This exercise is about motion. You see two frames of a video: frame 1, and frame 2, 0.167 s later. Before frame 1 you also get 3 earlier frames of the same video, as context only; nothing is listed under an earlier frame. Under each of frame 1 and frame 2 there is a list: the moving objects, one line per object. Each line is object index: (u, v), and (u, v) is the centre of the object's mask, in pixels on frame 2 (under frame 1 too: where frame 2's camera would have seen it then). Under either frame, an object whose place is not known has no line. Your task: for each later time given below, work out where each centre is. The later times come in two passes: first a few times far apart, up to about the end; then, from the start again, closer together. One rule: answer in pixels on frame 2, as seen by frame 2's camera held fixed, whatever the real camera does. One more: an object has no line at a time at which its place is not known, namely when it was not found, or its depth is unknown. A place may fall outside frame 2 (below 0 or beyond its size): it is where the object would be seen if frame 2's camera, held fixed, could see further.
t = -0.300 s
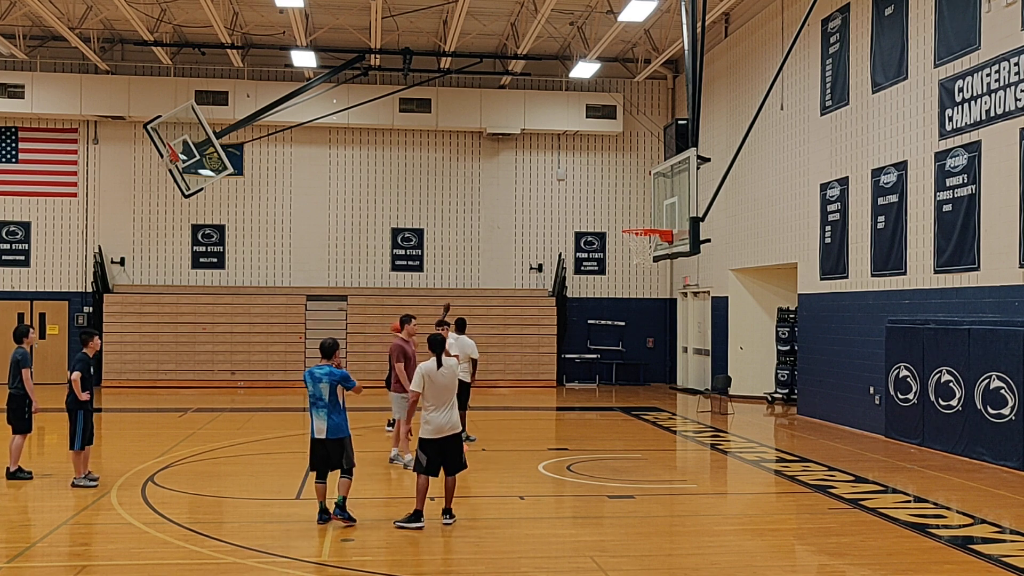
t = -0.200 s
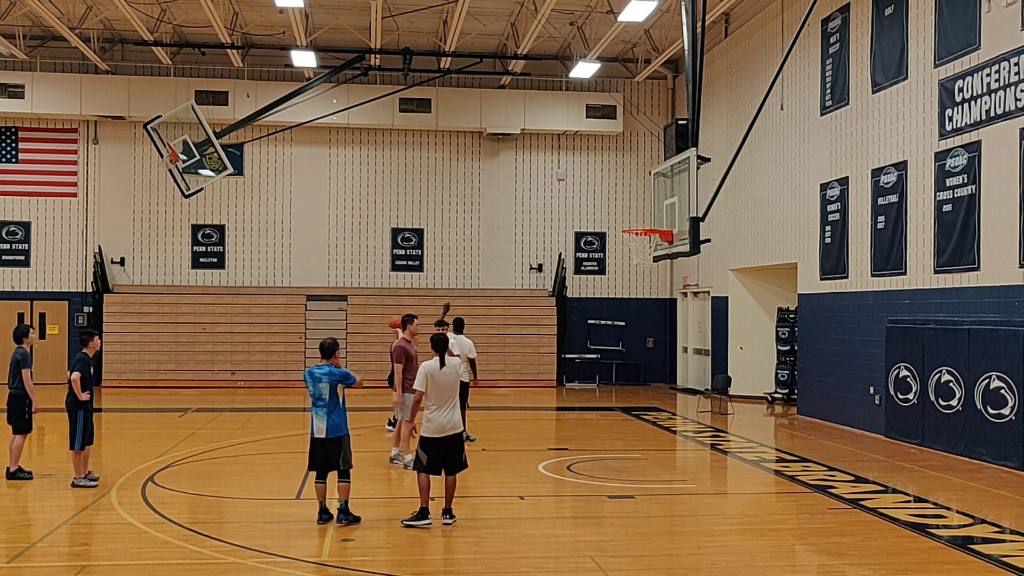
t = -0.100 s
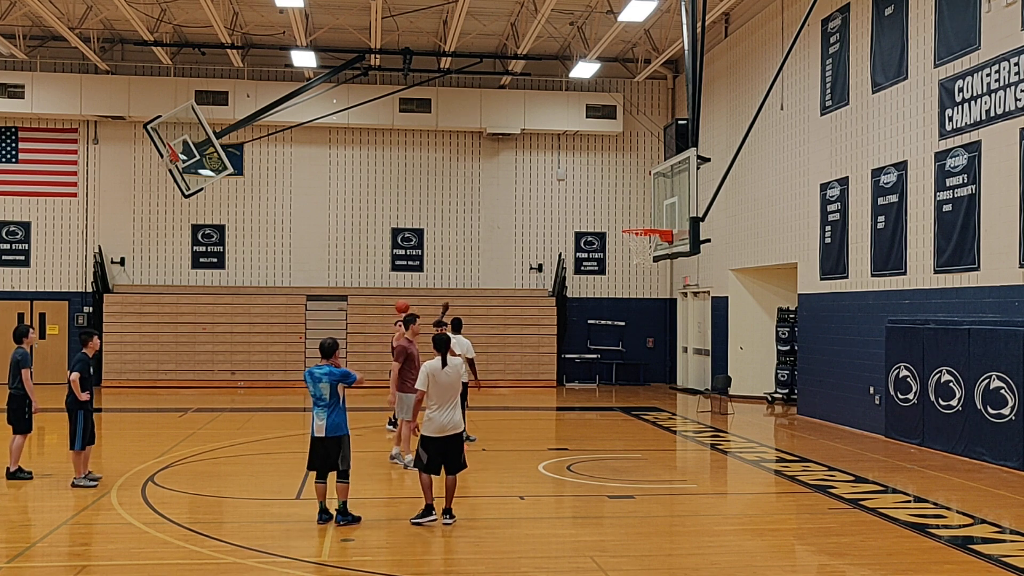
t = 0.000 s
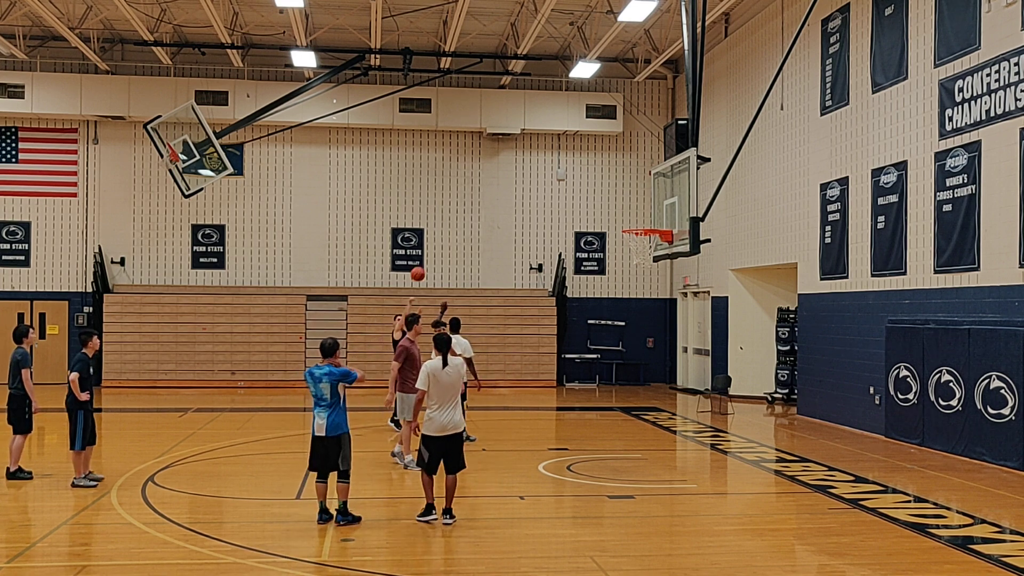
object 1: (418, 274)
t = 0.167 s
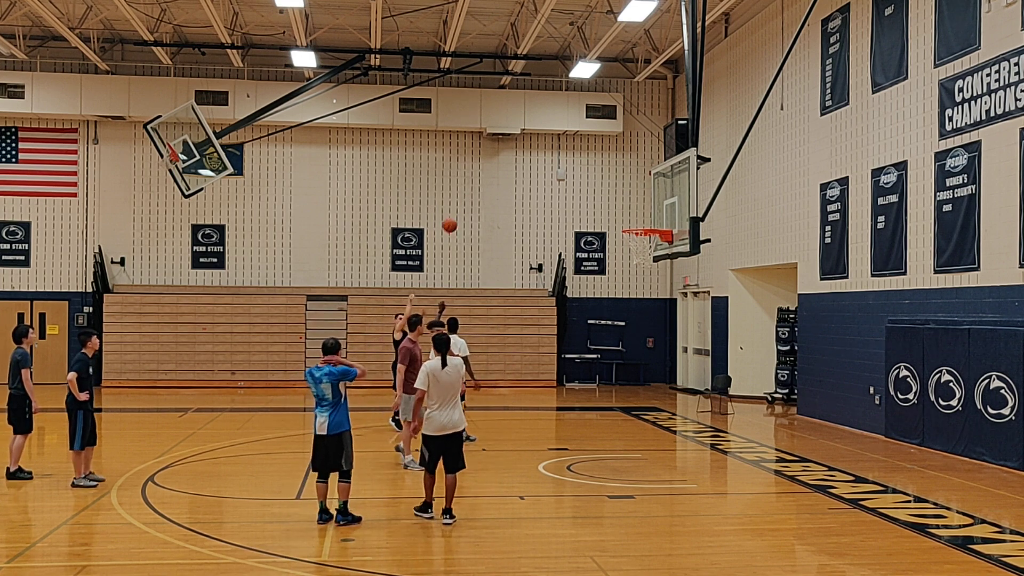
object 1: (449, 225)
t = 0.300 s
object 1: (476, 197)
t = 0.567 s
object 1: (532, 170)
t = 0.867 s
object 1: (600, 195)
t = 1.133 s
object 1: (662, 274)
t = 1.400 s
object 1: (707, 409)
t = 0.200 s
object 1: (456, 217)
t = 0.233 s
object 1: (462, 210)
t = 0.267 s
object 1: (469, 203)
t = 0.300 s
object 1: (476, 197)
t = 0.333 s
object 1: (483, 191)
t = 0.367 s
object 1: (489, 186)
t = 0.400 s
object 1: (496, 181)
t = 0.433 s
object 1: (503, 178)
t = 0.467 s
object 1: (510, 175)
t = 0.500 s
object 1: (517, 172)
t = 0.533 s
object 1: (524, 170)
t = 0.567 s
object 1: (532, 170)
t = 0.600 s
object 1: (539, 169)
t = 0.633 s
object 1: (546, 170)
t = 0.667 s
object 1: (554, 171)
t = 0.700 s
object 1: (561, 173)
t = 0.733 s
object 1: (569, 175)
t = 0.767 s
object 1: (576, 179)
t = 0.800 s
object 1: (584, 183)
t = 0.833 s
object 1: (592, 189)
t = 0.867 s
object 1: (600, 195)
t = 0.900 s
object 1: (607, 202)
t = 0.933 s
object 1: (615, 209)
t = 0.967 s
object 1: (623, 218)
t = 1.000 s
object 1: (631, 225)
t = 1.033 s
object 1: (639, 240)
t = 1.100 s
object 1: (658, 262)
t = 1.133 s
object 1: (662, 274)
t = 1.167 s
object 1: (667, 287)
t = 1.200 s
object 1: (673, 302)
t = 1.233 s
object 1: (678, 317)
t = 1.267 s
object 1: (684, 333)
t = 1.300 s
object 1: (690, 351)
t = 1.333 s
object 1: (695, 369)
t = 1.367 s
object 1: (701, 389)
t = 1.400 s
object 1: (707, 409)
